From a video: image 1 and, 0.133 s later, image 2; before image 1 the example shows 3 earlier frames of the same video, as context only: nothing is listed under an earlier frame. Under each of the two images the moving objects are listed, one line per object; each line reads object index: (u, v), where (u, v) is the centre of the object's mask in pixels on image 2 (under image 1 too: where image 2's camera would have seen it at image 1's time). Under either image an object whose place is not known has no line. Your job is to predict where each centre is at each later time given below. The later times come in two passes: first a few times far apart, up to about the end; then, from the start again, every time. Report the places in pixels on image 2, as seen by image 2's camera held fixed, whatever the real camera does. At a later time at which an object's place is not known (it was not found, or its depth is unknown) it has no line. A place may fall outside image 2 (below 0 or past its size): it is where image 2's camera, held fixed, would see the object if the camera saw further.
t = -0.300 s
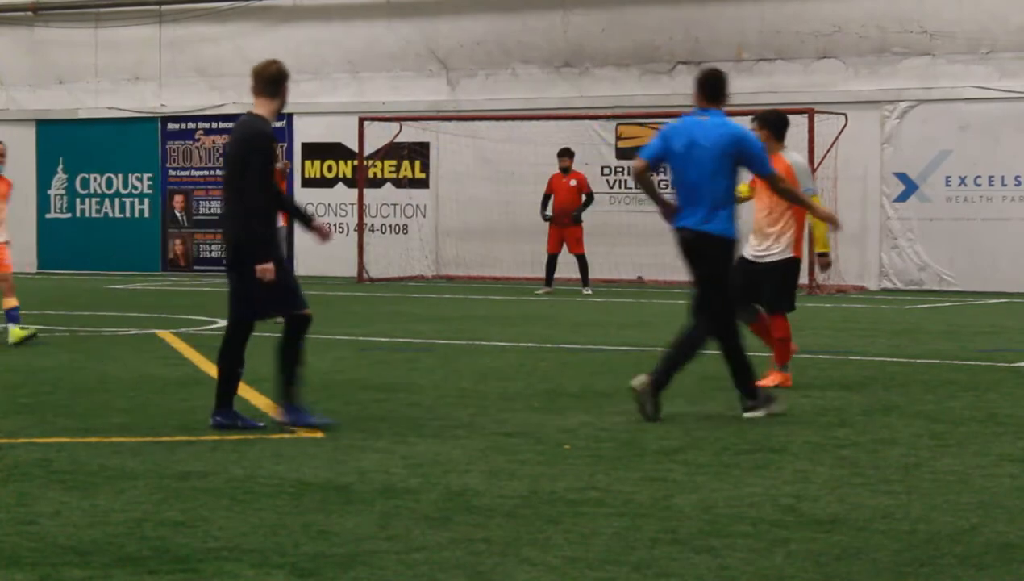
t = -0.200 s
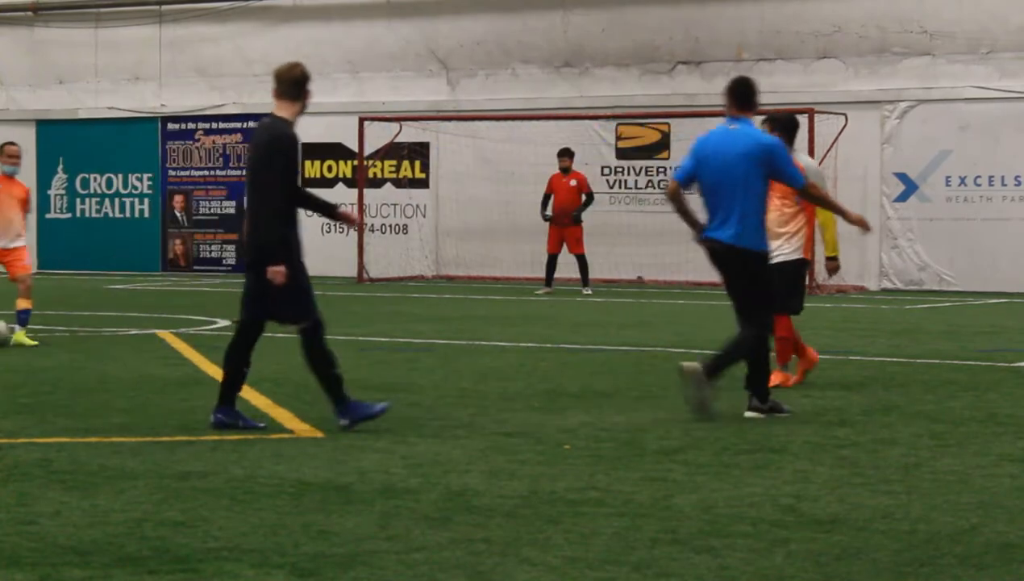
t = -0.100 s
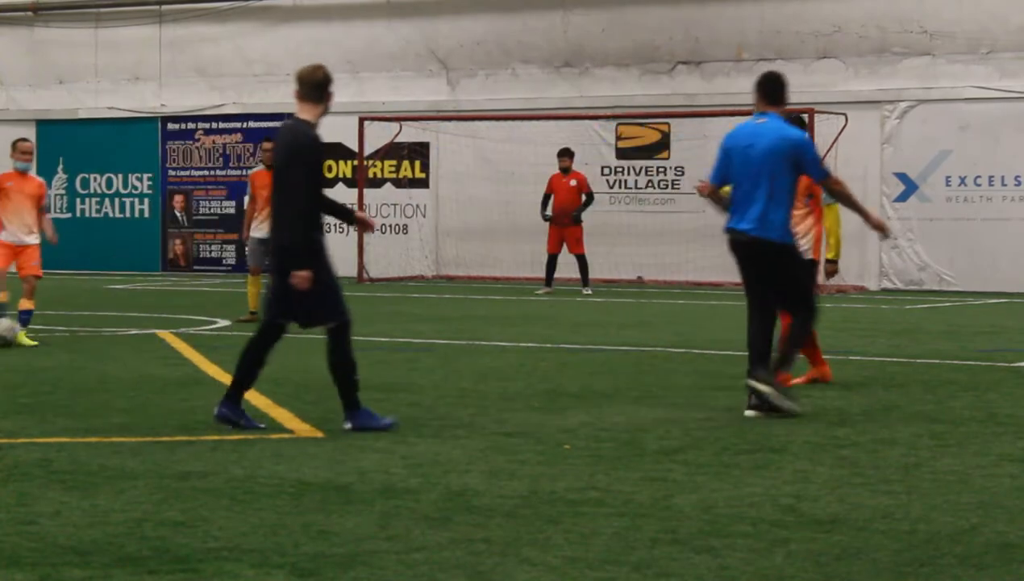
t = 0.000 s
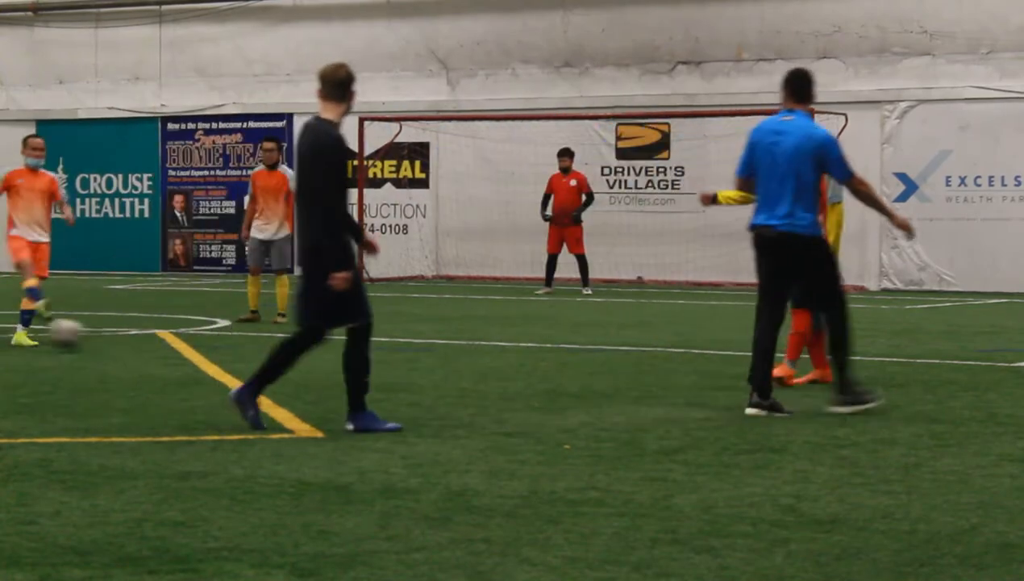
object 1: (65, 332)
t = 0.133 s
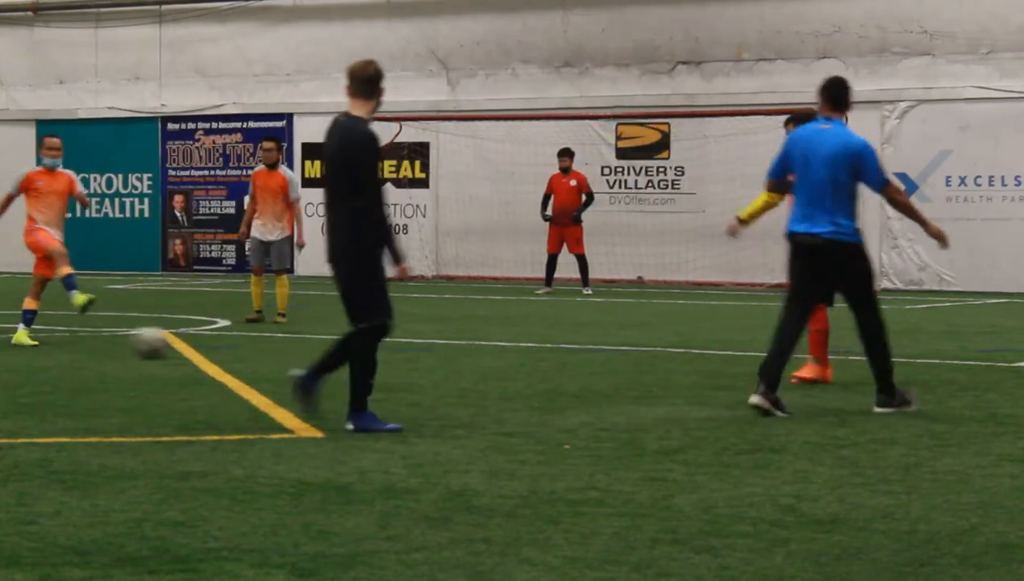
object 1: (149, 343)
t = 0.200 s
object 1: (194, 344)
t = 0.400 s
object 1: (306, 353)
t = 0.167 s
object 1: (171, 343)
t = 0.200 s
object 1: (194, 344)
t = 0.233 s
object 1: (213, 346)
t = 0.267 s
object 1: (232, 347)
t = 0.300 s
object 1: (251, 349)
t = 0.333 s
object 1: (270, 351)
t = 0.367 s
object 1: (290, 353)
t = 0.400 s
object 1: (306, 353)
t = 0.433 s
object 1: (325, 355)
